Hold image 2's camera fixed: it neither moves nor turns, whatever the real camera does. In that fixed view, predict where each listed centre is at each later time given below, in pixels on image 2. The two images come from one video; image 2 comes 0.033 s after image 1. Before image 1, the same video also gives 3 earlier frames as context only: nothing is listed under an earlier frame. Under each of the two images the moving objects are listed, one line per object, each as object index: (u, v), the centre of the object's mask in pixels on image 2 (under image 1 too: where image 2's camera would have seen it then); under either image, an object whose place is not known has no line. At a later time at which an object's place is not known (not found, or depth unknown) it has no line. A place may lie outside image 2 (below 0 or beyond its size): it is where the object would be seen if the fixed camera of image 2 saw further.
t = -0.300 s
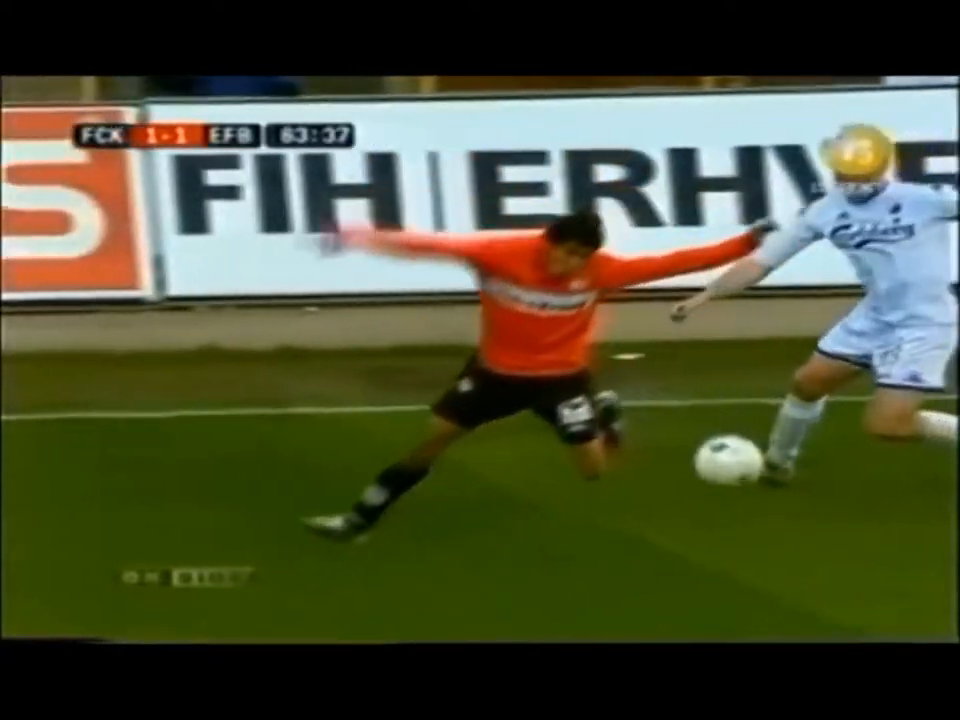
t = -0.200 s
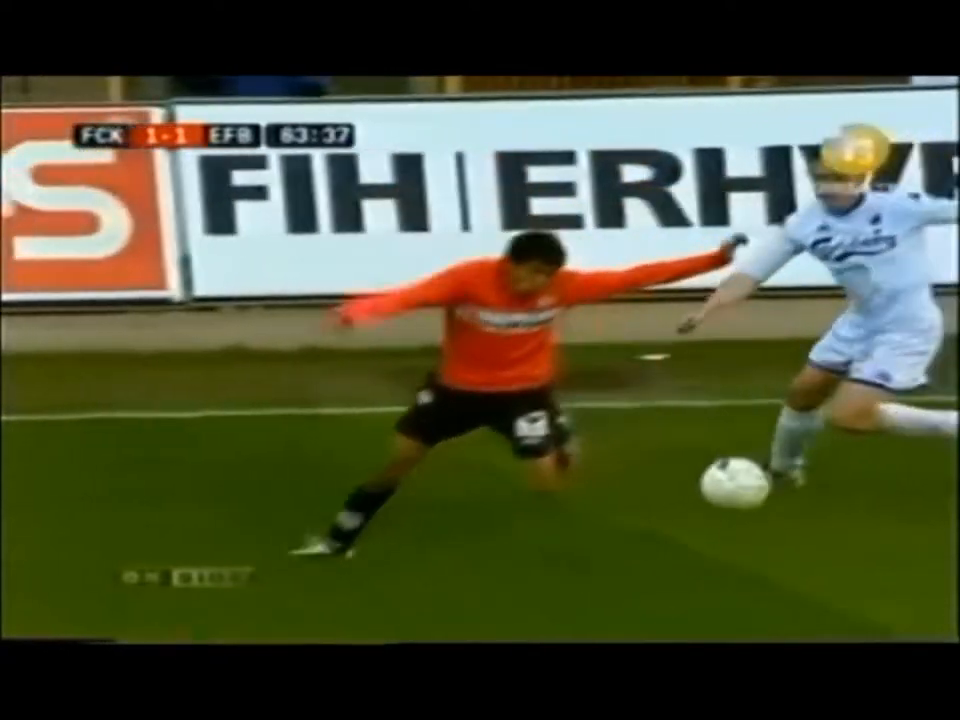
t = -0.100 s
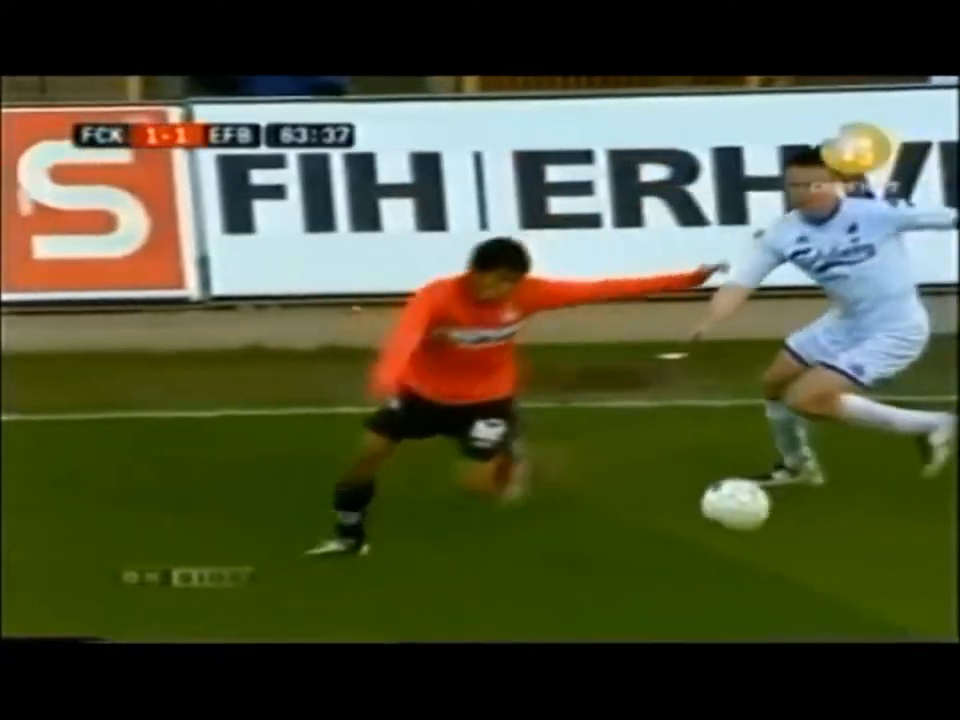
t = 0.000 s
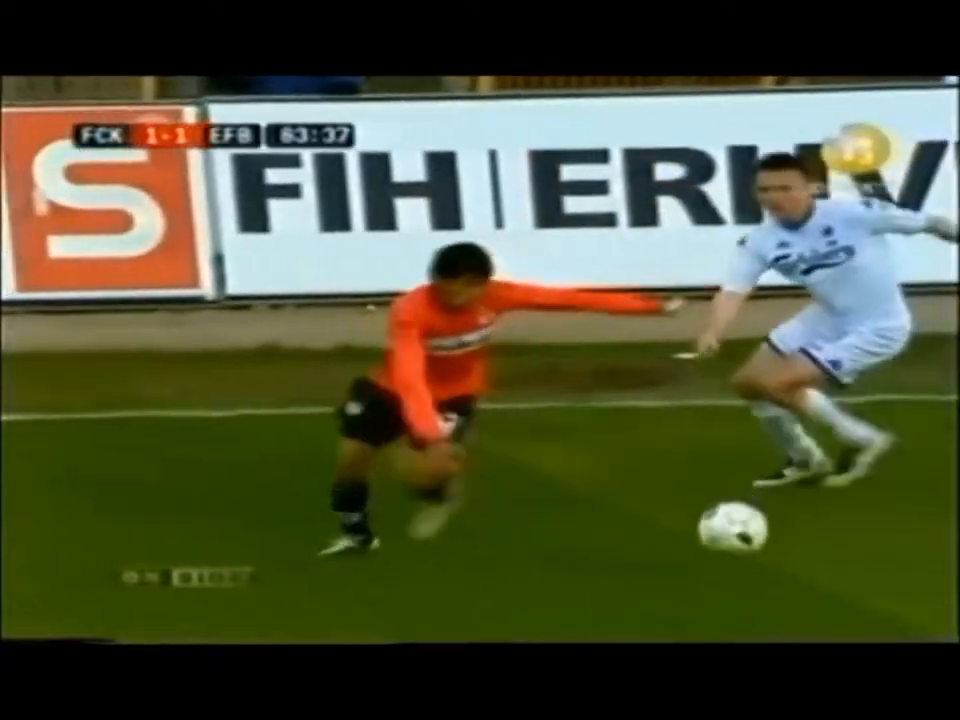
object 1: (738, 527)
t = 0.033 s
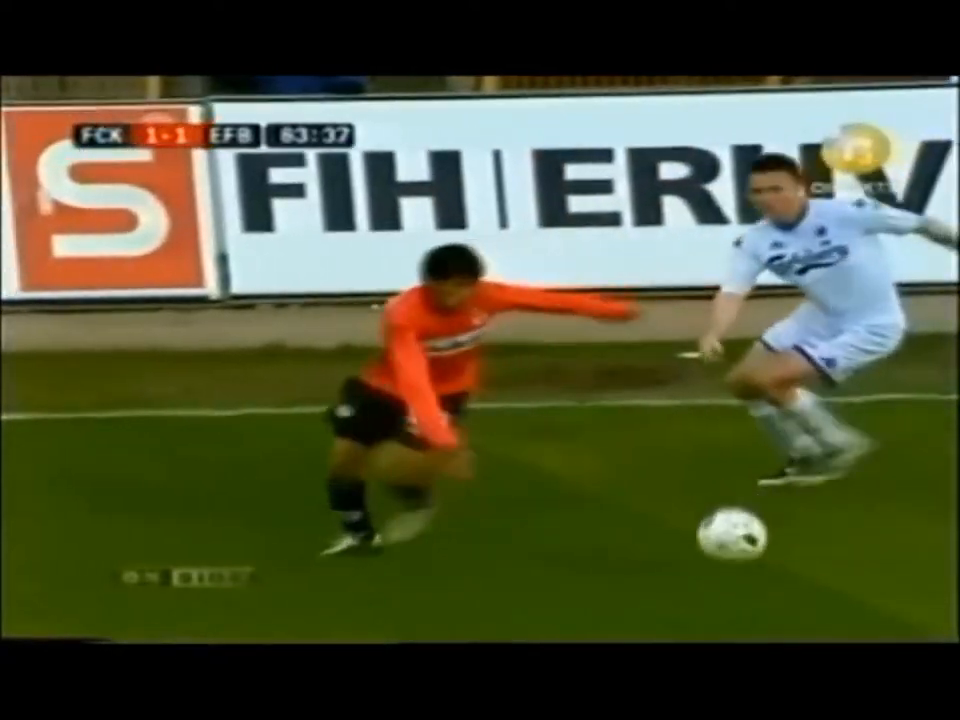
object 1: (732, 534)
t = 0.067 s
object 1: (725, 544)
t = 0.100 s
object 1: (720, 554)
